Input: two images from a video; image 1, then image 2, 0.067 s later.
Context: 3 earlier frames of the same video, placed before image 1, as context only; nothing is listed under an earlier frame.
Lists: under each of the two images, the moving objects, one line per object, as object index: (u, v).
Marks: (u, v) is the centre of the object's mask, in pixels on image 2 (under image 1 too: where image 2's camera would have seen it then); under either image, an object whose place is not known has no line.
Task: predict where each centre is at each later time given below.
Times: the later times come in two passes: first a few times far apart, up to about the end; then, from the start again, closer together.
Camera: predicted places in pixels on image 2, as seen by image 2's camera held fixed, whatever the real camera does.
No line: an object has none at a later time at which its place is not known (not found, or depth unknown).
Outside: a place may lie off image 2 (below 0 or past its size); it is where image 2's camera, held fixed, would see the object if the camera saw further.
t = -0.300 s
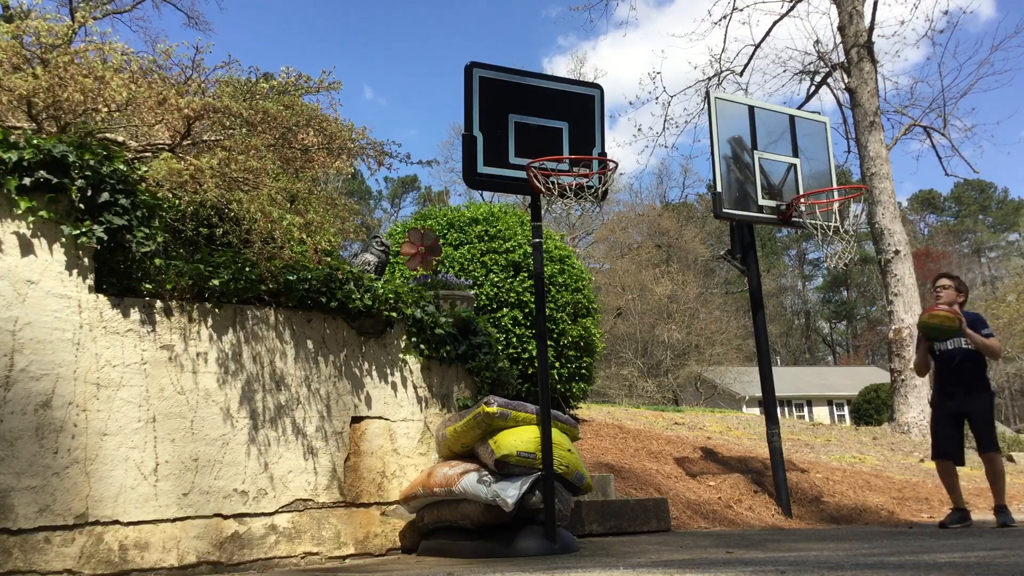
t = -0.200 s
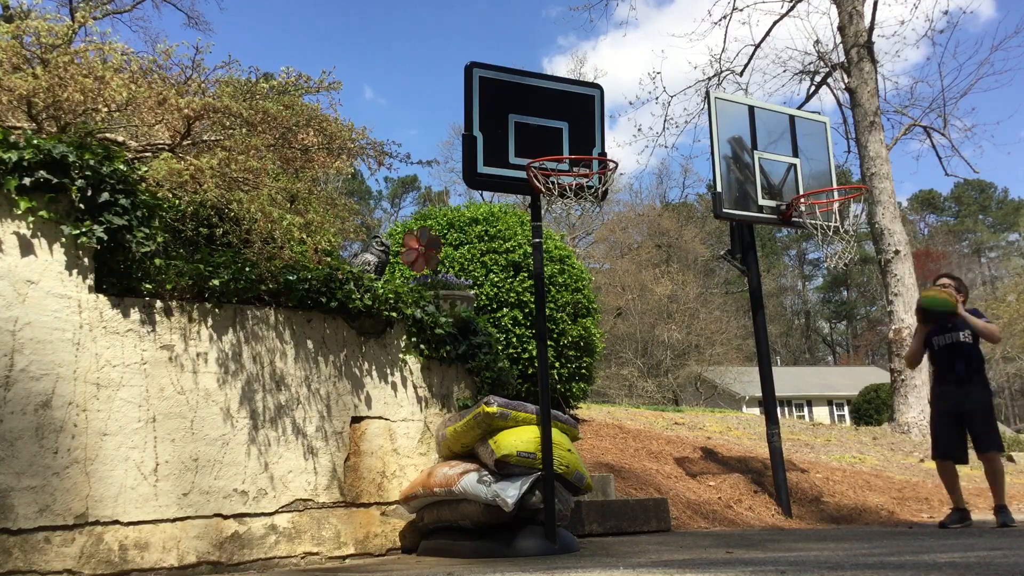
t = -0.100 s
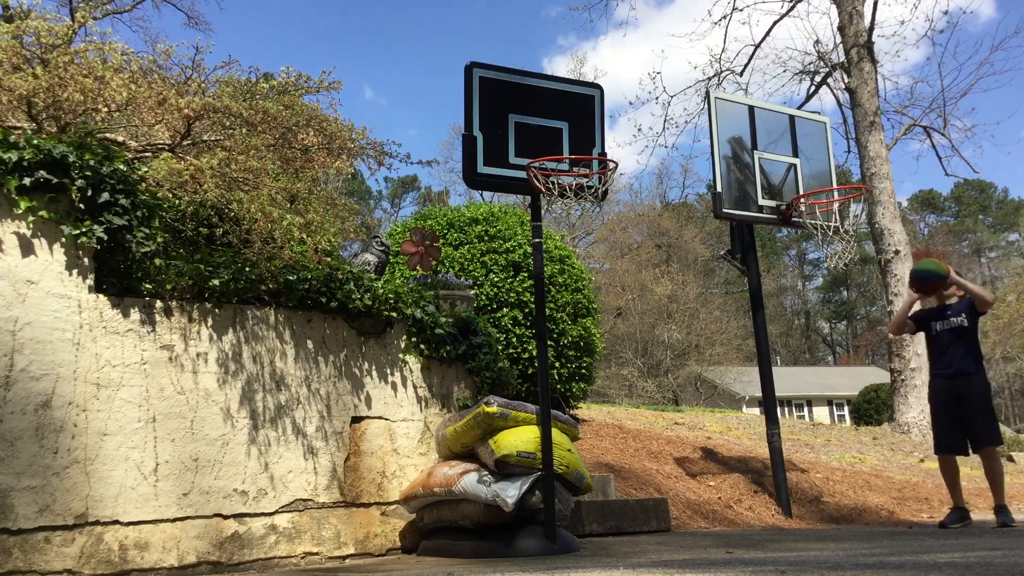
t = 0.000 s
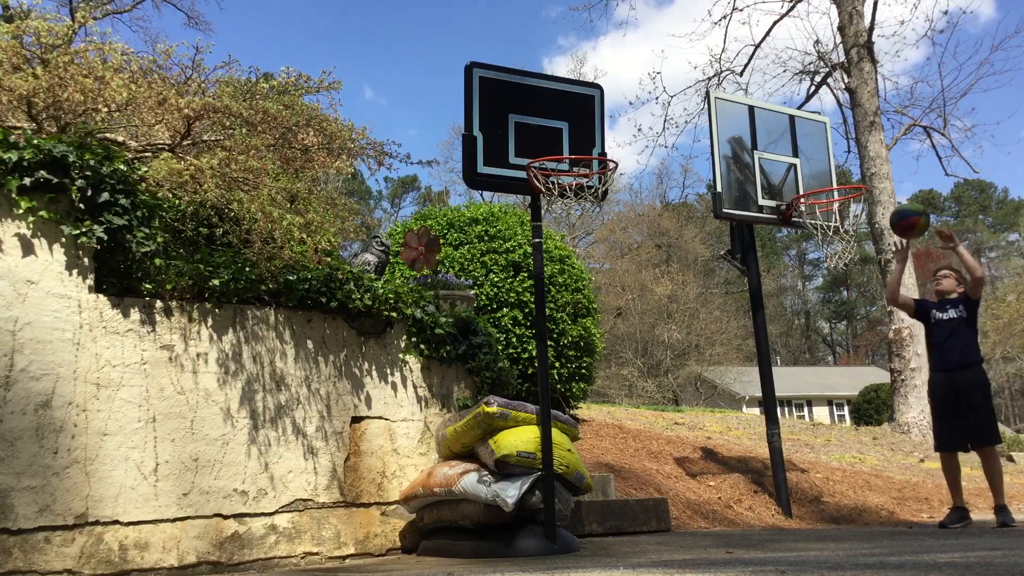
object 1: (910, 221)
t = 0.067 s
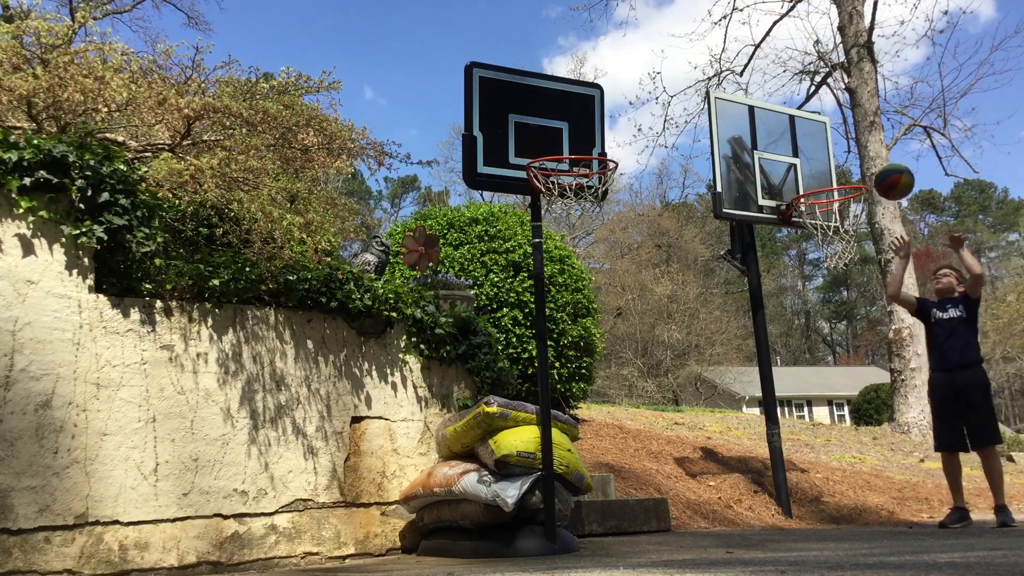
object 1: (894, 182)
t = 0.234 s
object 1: (860, 113)
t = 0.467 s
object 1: (821, 86)
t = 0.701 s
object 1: (792, 150)
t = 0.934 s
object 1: (774, 331)
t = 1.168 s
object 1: (759, 430)
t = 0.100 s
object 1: (887, 165)
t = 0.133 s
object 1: (880, 150)
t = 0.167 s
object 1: (873, 135)
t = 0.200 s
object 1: (866, 123)
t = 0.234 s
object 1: (860, 113)
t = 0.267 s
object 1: (853, 104)
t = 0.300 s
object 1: (847, 97)
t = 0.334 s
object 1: (842, 91)
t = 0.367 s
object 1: (836, 87)
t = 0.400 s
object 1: (831, 85)
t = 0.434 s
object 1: (826, 84)
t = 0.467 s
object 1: (821, 86)
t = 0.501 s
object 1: (816, 89)
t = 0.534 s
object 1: (811, 94)
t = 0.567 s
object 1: (807, 101)
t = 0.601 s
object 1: (803, 110)
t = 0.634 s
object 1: (799, 122)
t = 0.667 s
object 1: (795, 135)
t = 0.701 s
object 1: (792, 150)
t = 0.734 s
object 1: (788, 169)
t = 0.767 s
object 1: (785, 188)
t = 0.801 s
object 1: (782, 212)
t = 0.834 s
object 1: (780, 237)
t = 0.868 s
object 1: (778, 265)
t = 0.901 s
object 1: (776, 297)
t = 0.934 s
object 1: (774, 331)
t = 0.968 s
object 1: (773, 369)
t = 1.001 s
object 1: (772, 411)
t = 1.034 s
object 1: (772, 456)
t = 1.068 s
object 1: (771, 505)
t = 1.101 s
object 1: (769, 505)
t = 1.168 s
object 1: (759, 430)
